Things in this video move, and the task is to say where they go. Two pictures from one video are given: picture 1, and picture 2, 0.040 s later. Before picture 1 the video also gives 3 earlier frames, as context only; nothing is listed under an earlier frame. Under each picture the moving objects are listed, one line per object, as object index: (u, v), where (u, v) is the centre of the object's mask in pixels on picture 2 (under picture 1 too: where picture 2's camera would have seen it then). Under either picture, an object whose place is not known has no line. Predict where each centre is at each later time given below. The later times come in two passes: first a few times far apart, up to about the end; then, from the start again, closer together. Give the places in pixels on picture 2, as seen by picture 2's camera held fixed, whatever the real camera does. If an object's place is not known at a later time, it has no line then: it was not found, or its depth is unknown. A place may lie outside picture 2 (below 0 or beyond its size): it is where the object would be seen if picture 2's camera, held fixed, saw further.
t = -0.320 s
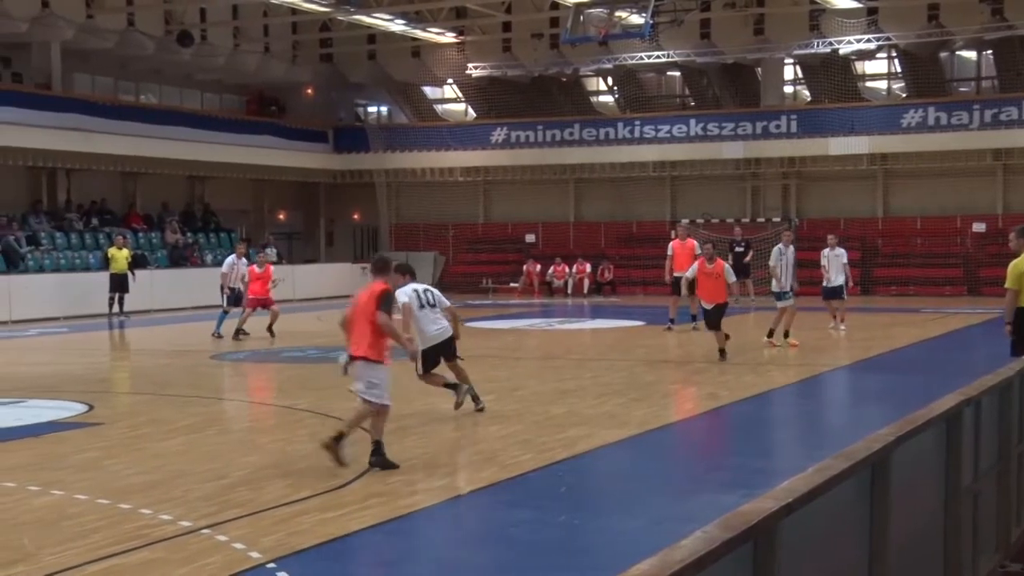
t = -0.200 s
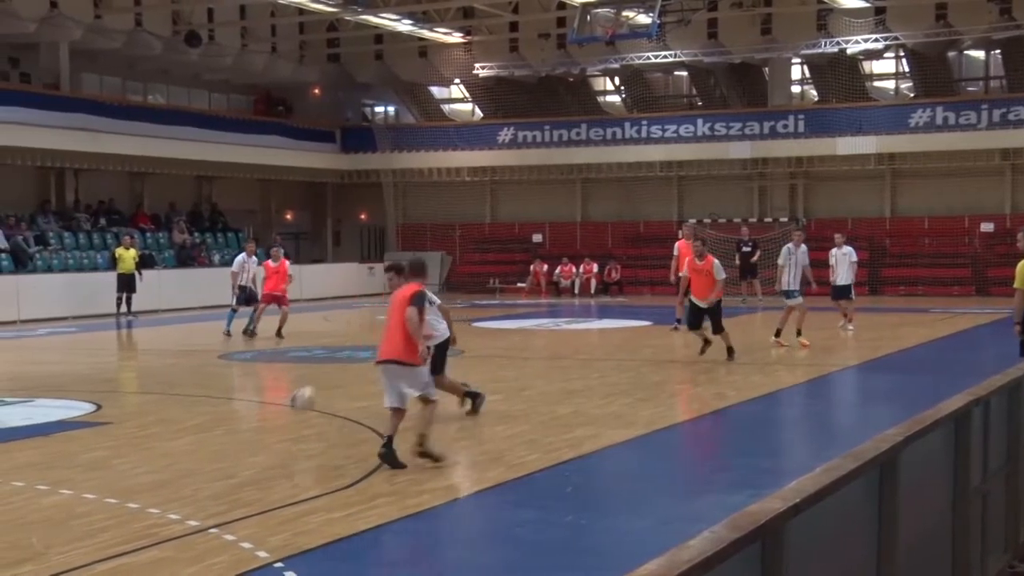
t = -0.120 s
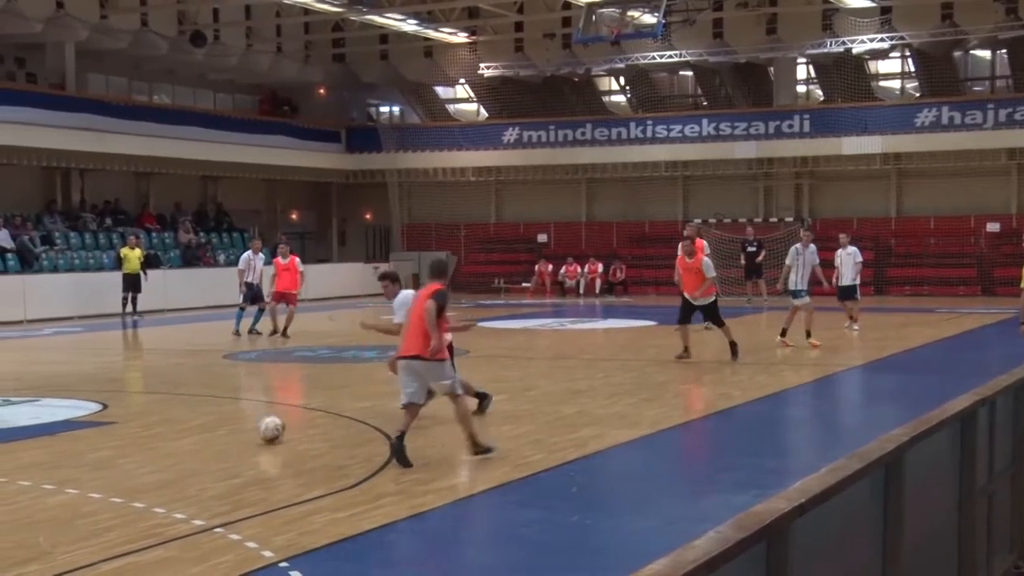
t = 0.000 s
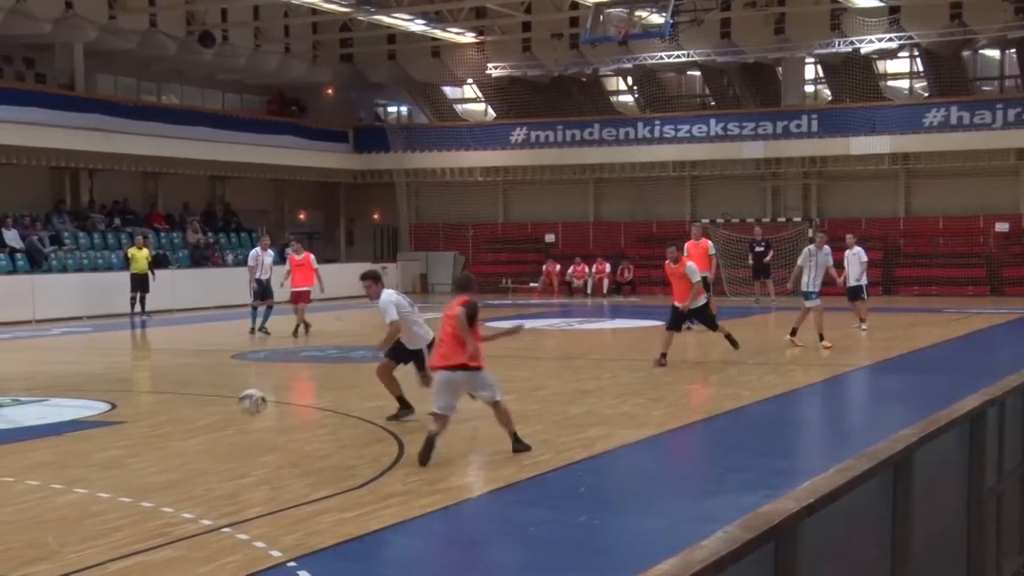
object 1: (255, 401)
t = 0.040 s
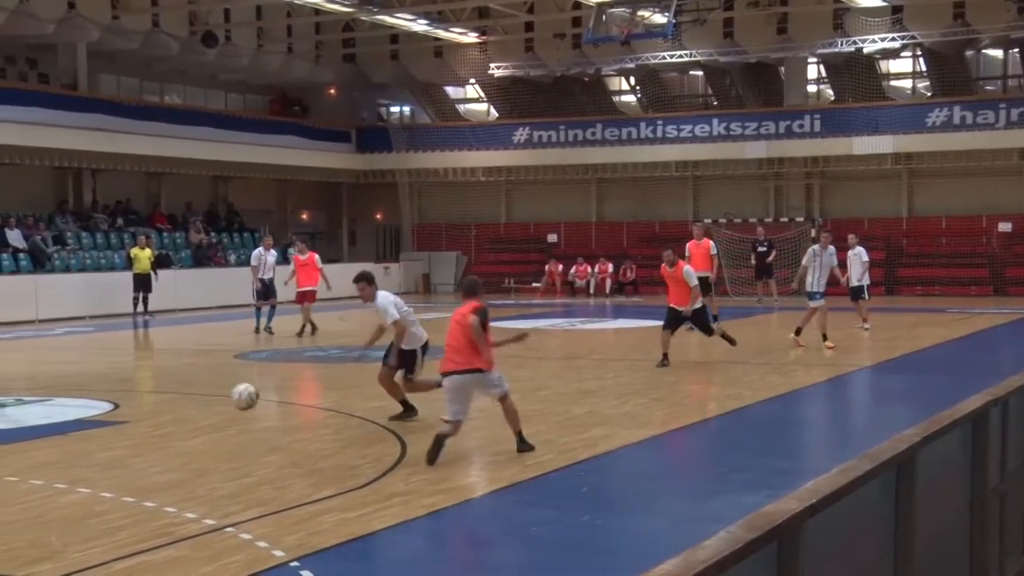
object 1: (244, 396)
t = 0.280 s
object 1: (184, 404)
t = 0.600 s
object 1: (92, 453)
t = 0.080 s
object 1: (234, 393)
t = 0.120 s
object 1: (225, 391)
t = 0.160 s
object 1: (215, 390)
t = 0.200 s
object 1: (205, 393)
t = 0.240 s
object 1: (195, 398)
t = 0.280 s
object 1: (184, 404)
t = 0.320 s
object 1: (174, 412)
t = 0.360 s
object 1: (162, 424)
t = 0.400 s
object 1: (150, 438)
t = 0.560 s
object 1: (104, 456)
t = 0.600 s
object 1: (92, 453)
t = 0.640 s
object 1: (77, 449)
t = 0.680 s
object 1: (64, 449)
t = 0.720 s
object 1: (50, 451)
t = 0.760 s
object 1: (34, 457)
